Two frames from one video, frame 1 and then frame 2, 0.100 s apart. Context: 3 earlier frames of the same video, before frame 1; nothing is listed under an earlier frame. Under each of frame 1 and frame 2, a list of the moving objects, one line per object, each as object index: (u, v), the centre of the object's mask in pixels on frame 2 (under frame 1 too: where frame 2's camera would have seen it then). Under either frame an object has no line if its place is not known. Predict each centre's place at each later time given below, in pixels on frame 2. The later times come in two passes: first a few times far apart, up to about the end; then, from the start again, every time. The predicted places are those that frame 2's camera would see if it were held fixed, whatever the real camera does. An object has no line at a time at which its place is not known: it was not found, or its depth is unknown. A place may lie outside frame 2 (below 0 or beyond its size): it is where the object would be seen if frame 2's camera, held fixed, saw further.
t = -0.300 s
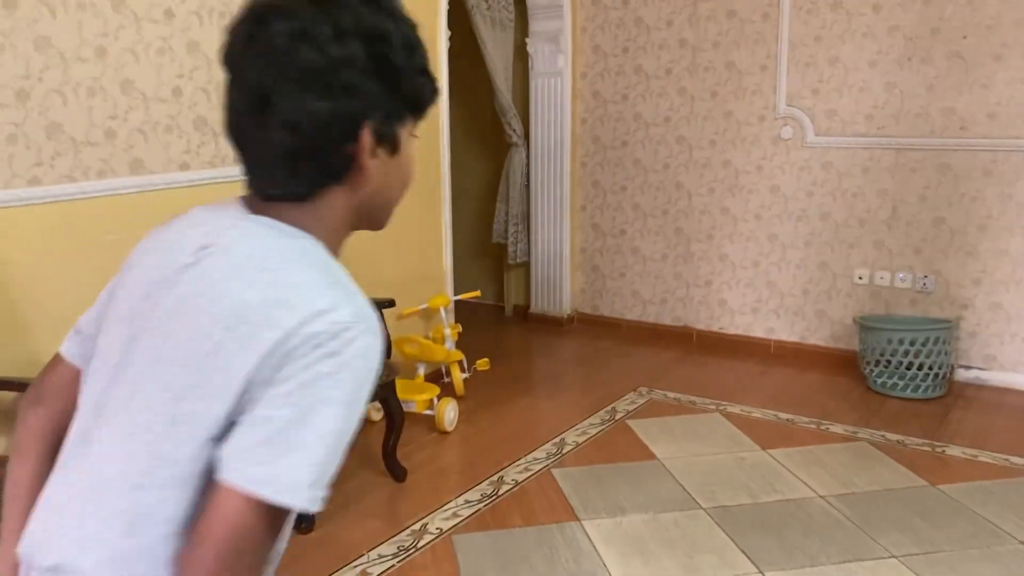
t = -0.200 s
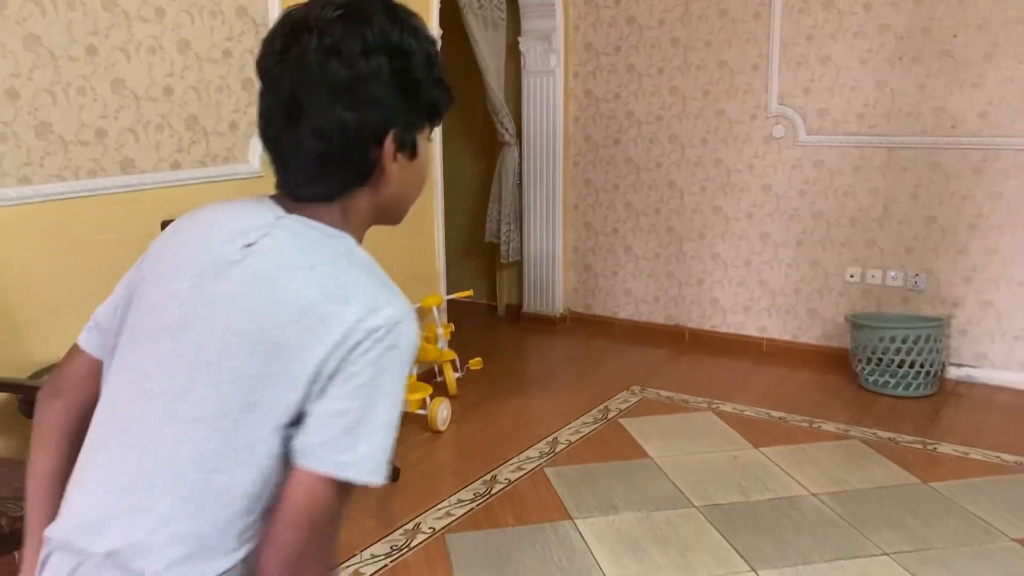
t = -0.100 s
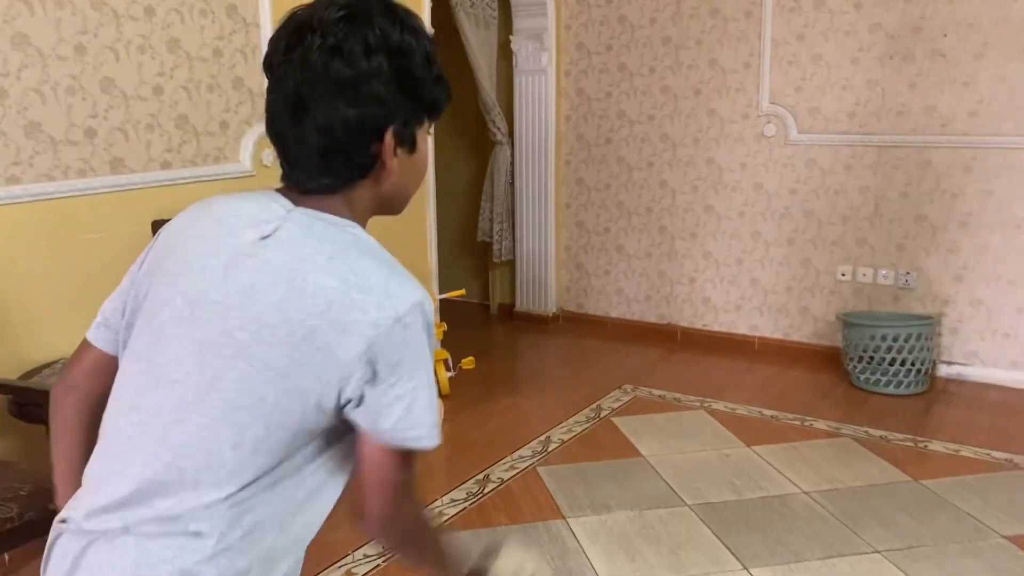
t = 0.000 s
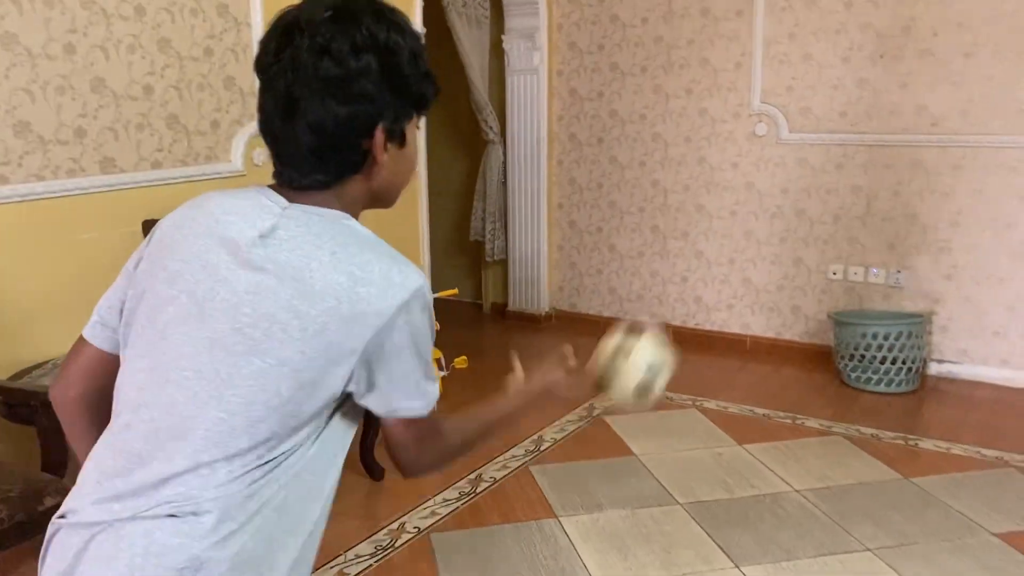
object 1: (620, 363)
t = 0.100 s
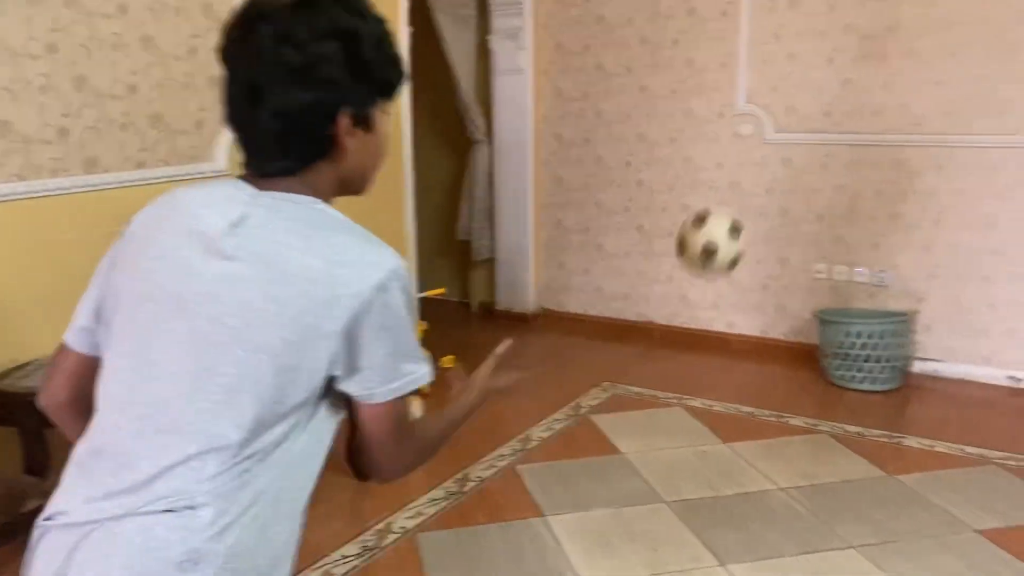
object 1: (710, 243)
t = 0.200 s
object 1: (776, 192)
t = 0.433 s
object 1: (865, 218)
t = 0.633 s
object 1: (904, 301)
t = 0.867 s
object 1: (843, 302)
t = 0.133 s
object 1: (735, 219)
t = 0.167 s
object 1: (757, 202)
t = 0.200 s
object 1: (776, 192)
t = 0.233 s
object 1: (793, 186)
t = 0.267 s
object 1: (808, 184)
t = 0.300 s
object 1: (822, 186)
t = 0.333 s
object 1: (835, 190)
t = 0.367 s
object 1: (846, 197)
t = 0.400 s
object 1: (856, 207)
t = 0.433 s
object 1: (865, 218)
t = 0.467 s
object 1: (873, 230)
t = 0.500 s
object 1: (881, 247)
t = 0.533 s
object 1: (888, 262)
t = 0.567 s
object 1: (894, 279)
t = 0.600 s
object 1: (904, 295)
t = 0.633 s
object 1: (904, 301)
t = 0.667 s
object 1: (898, 299)
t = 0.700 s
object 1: (888, 293)
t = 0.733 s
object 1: (881, 290)
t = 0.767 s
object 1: (871, 291)
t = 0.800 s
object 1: (863, 292)
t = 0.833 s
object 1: (854, 296)
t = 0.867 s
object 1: (843, 302)
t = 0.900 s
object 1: (836, 305)
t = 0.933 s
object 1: (831, 307)
